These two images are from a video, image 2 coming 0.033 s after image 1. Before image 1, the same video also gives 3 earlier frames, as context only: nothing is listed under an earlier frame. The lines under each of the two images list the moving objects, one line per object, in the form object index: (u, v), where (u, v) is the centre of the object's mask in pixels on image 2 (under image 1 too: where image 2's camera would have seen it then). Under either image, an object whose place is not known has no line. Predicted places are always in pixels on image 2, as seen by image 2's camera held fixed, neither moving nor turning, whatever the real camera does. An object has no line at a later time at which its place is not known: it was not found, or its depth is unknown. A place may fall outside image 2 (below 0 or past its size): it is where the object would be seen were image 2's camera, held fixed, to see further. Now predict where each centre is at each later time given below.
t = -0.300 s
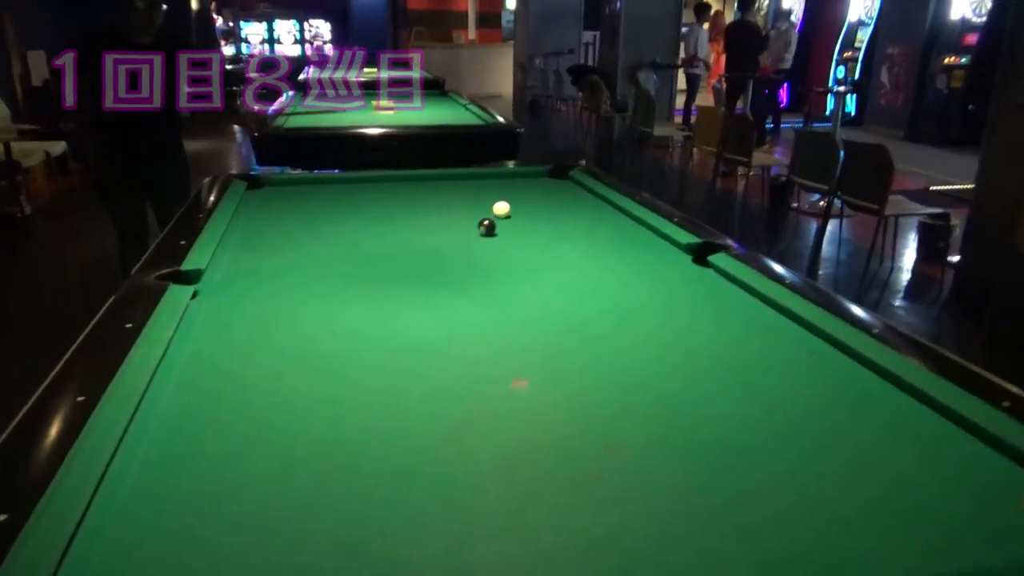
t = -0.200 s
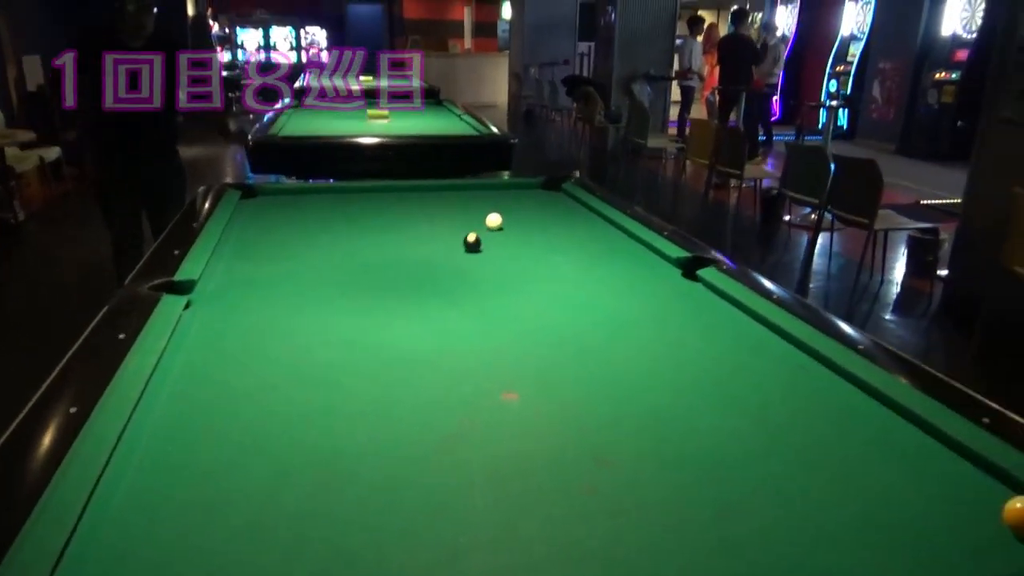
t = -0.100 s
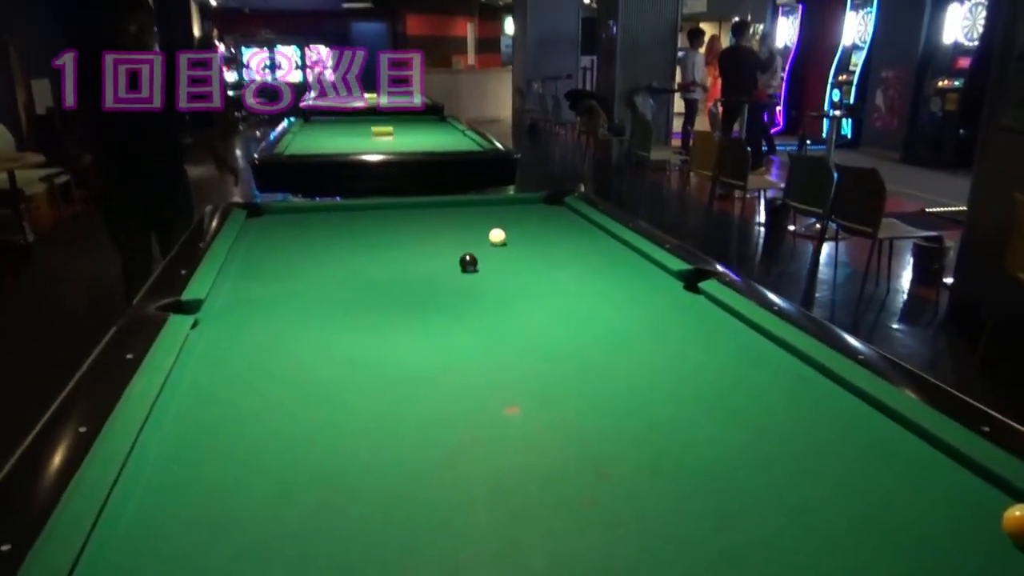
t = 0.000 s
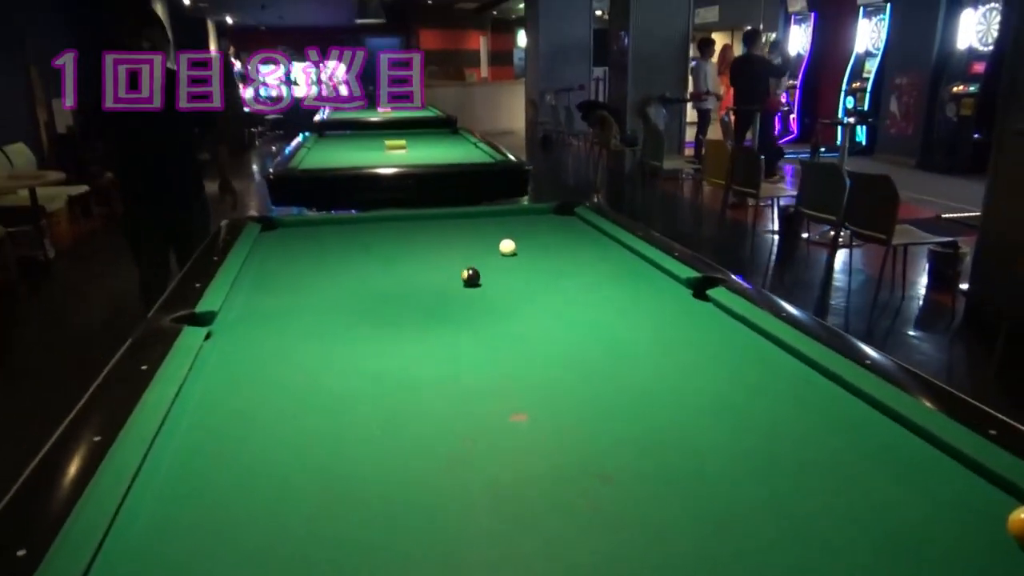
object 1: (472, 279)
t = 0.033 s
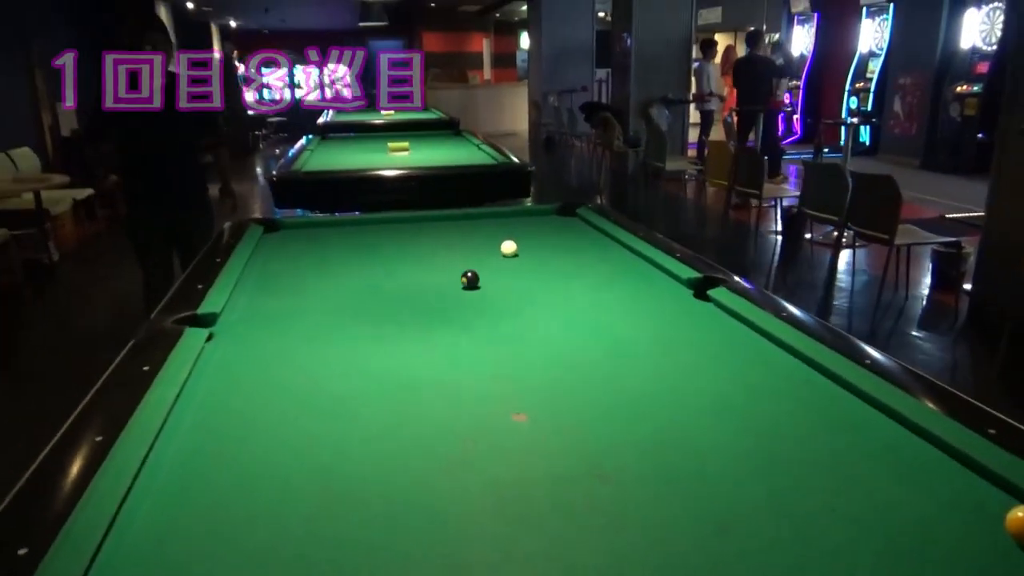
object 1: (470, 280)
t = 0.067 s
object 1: (467, 281)
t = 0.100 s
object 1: (465, 283)
